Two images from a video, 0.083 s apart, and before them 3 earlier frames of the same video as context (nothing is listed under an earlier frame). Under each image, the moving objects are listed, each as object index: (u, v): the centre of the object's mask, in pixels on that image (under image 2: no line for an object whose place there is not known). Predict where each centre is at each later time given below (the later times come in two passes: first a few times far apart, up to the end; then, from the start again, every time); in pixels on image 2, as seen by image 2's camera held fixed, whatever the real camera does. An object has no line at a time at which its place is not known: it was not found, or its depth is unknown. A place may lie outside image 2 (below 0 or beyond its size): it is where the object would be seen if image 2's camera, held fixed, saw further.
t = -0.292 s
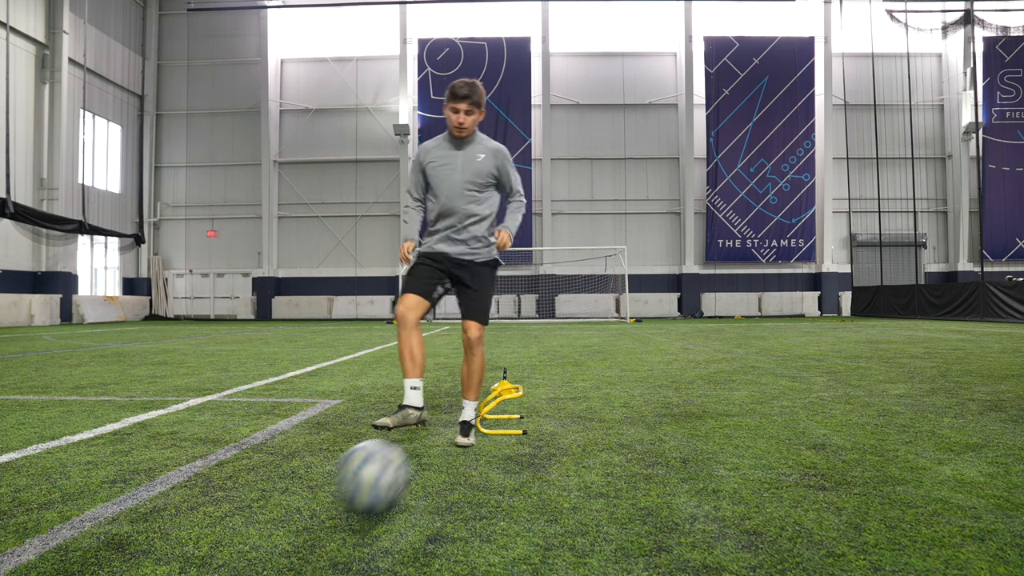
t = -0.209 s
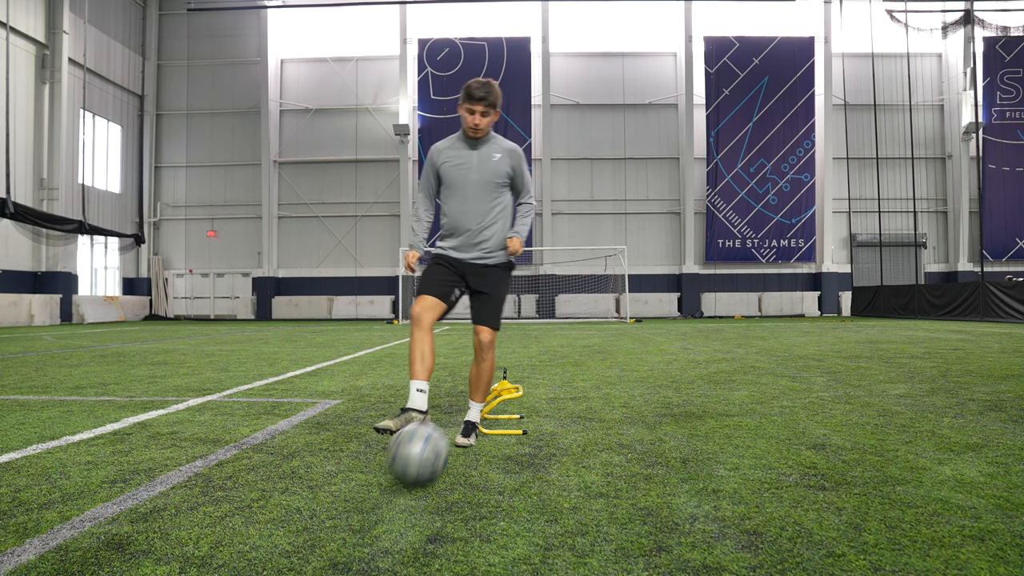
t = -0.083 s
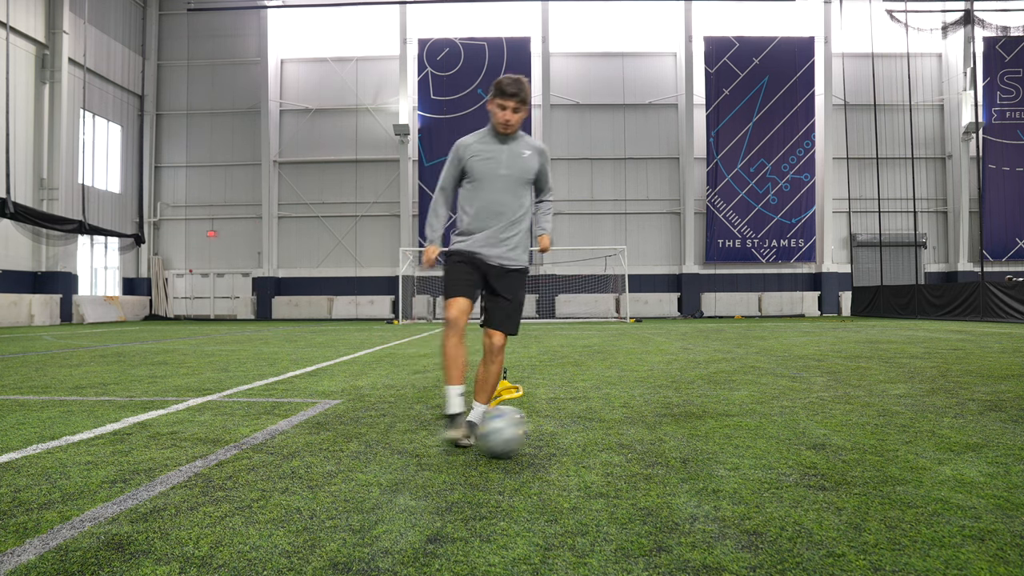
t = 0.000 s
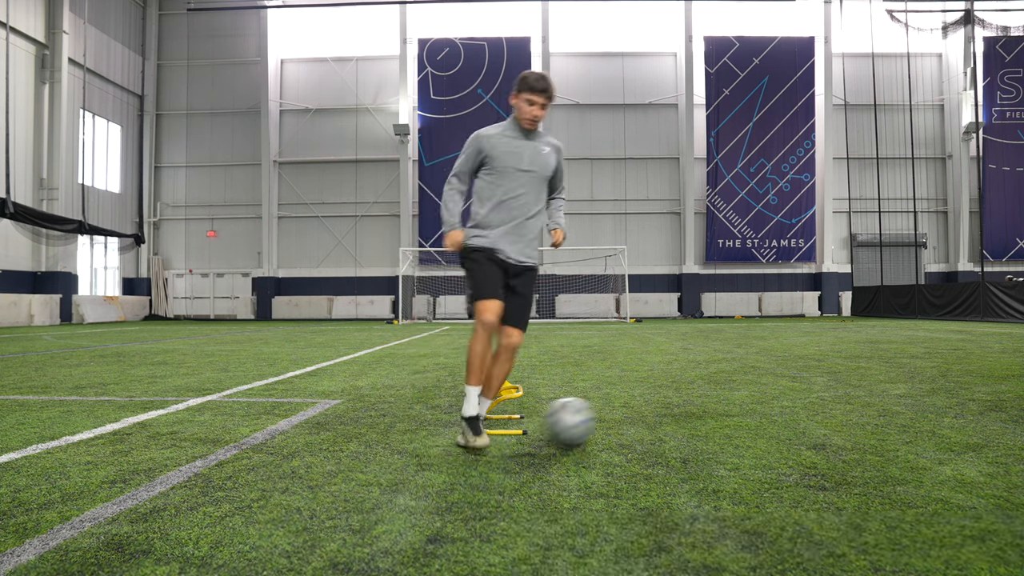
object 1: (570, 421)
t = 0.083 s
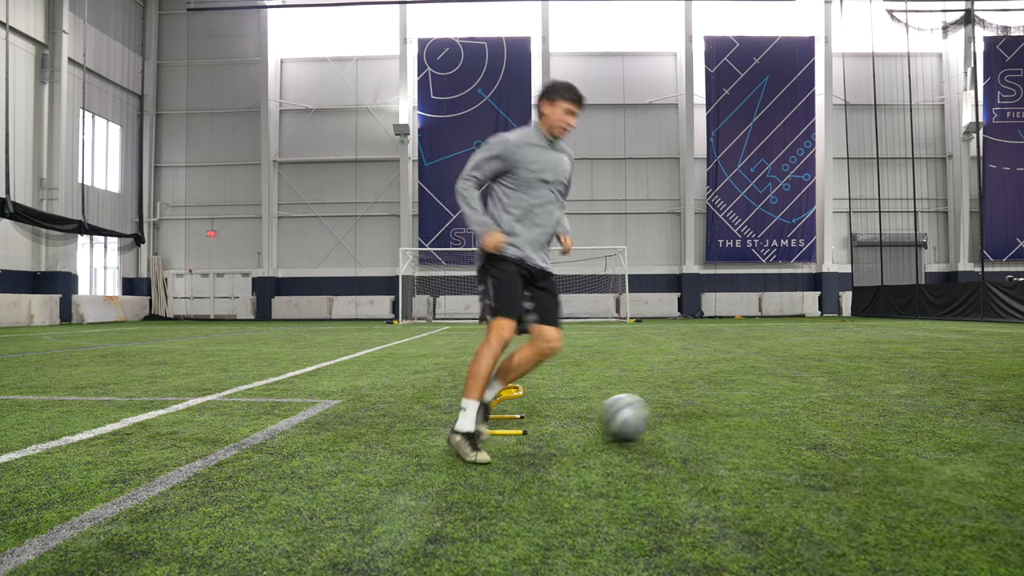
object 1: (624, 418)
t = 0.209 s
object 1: (686, 407)
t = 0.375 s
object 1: (748, 397)
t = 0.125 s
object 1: (647, 413)
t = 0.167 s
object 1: (668, 411)
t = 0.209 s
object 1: (686, 407)
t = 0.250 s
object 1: (703, 404)
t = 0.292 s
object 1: (719, 401)
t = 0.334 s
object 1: (733, 399)
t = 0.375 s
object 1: (748, 397)
